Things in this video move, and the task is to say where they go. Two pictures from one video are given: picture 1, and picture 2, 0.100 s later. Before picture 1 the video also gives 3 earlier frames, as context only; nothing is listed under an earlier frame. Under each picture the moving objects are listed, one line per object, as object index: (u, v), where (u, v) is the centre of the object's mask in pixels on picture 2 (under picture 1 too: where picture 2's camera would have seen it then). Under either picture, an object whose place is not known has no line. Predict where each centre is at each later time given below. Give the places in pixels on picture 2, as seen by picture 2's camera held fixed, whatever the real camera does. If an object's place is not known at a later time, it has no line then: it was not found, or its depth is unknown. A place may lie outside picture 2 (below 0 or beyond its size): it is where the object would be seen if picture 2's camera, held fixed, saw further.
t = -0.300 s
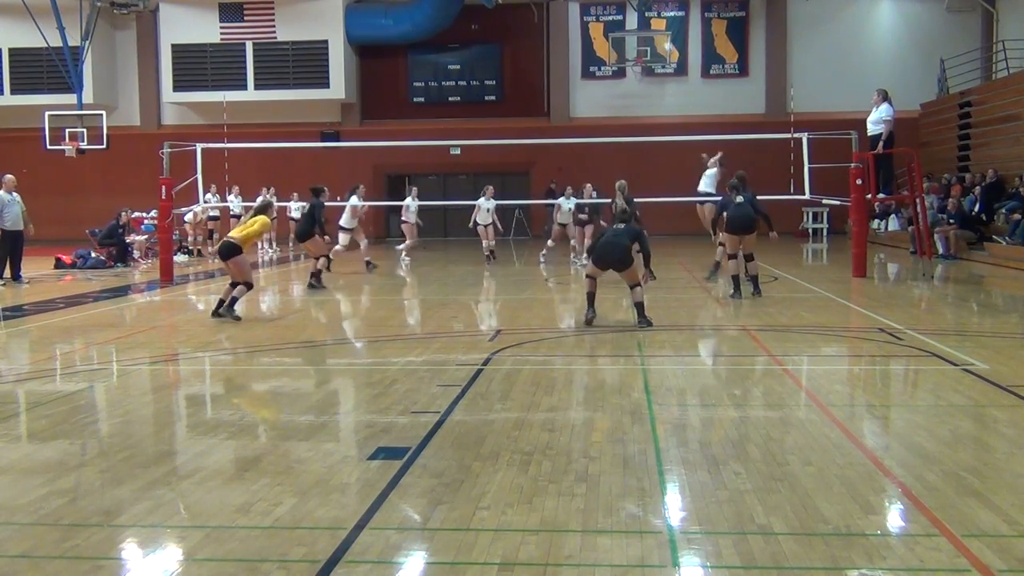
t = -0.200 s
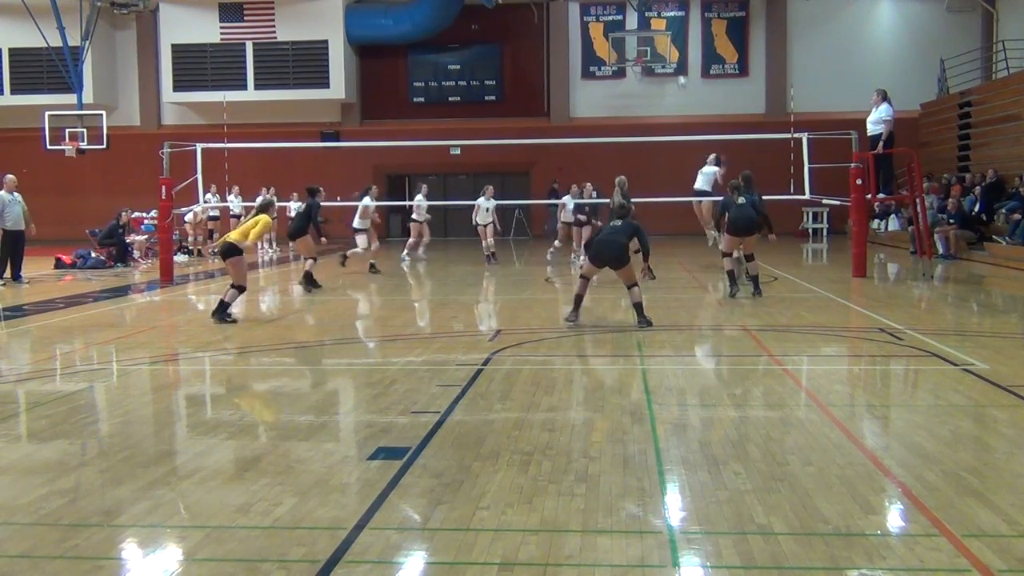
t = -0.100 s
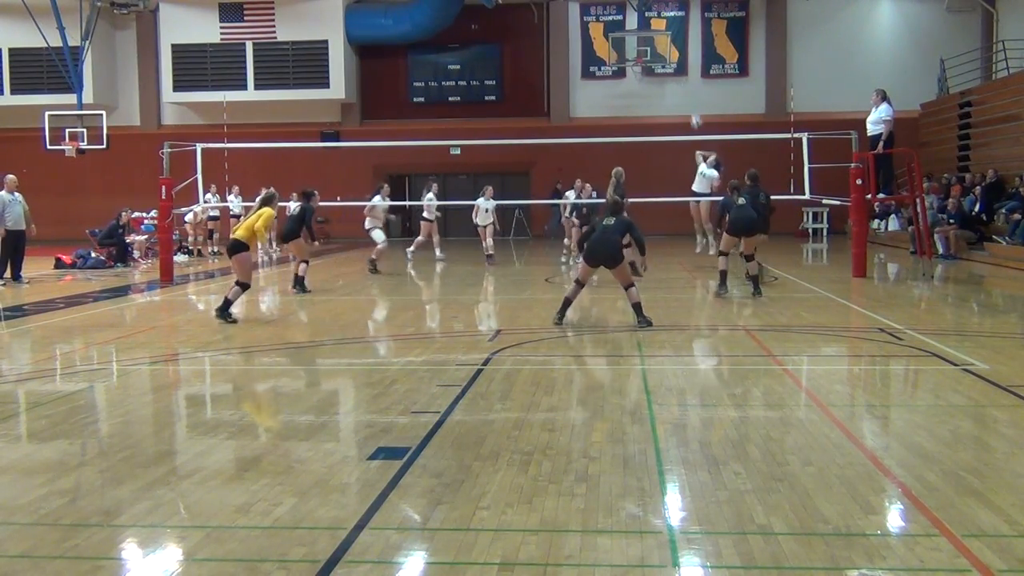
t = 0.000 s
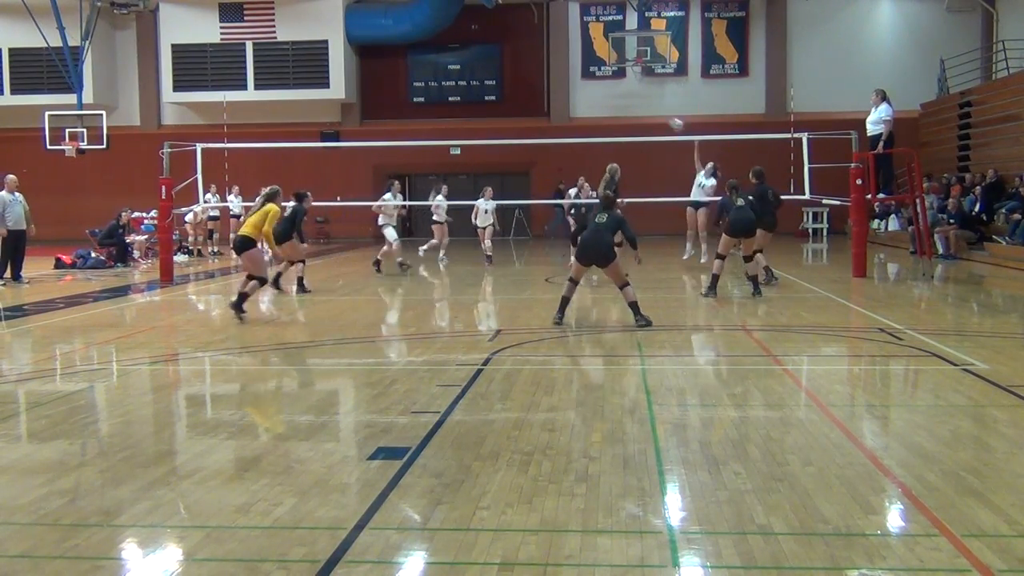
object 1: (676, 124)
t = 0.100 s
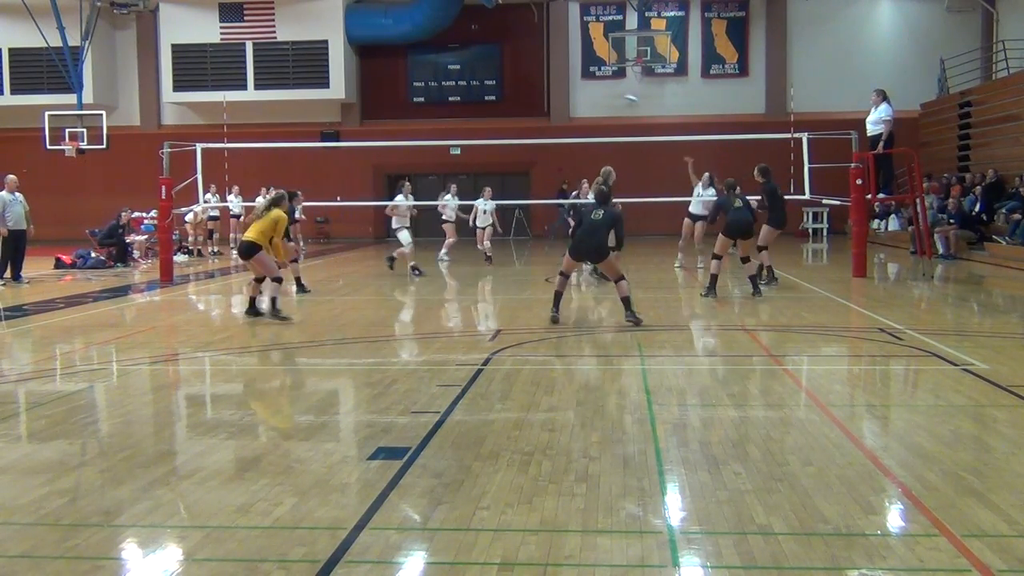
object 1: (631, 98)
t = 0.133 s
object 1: (614, 93)
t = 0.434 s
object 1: (444, 57)
